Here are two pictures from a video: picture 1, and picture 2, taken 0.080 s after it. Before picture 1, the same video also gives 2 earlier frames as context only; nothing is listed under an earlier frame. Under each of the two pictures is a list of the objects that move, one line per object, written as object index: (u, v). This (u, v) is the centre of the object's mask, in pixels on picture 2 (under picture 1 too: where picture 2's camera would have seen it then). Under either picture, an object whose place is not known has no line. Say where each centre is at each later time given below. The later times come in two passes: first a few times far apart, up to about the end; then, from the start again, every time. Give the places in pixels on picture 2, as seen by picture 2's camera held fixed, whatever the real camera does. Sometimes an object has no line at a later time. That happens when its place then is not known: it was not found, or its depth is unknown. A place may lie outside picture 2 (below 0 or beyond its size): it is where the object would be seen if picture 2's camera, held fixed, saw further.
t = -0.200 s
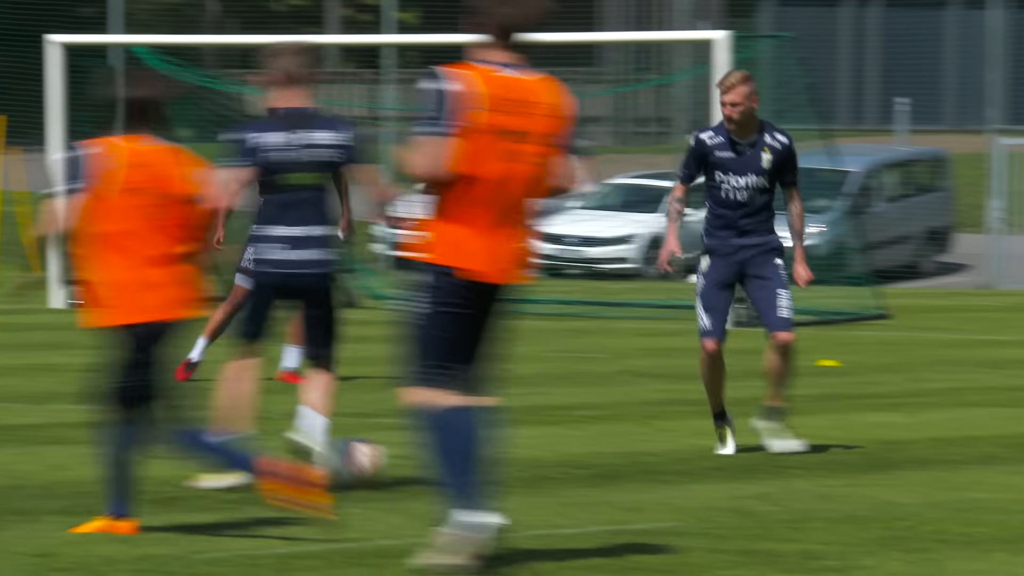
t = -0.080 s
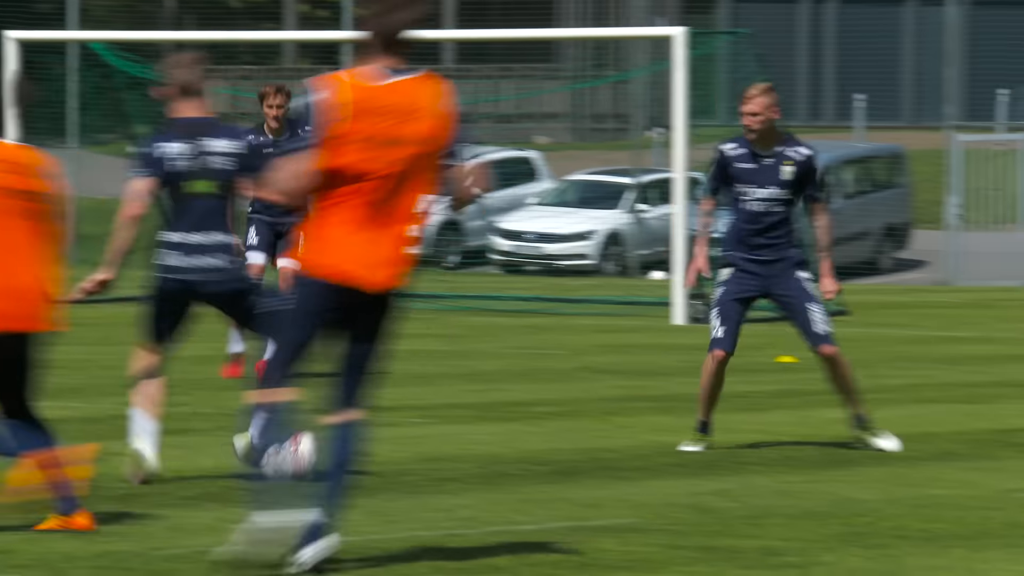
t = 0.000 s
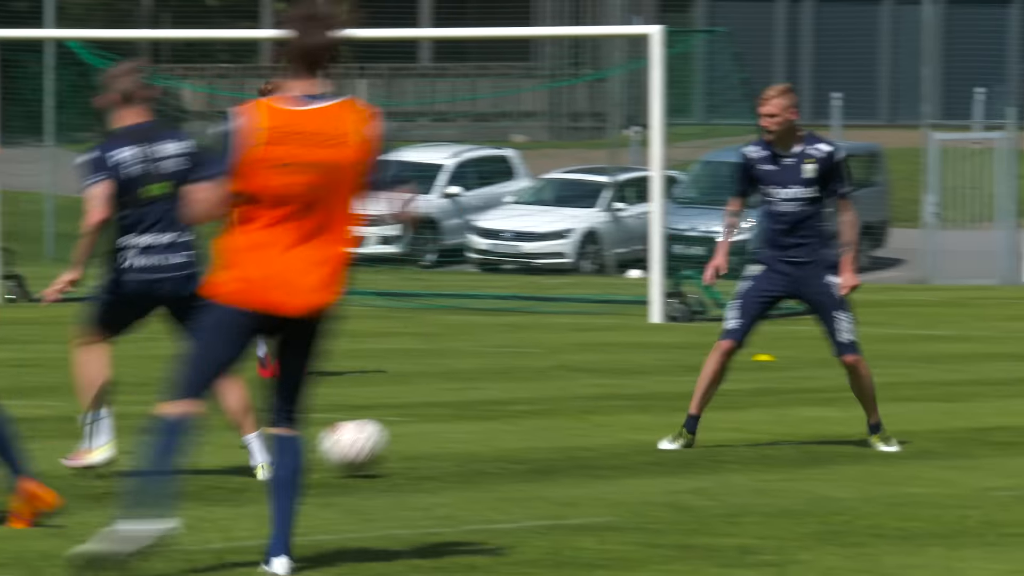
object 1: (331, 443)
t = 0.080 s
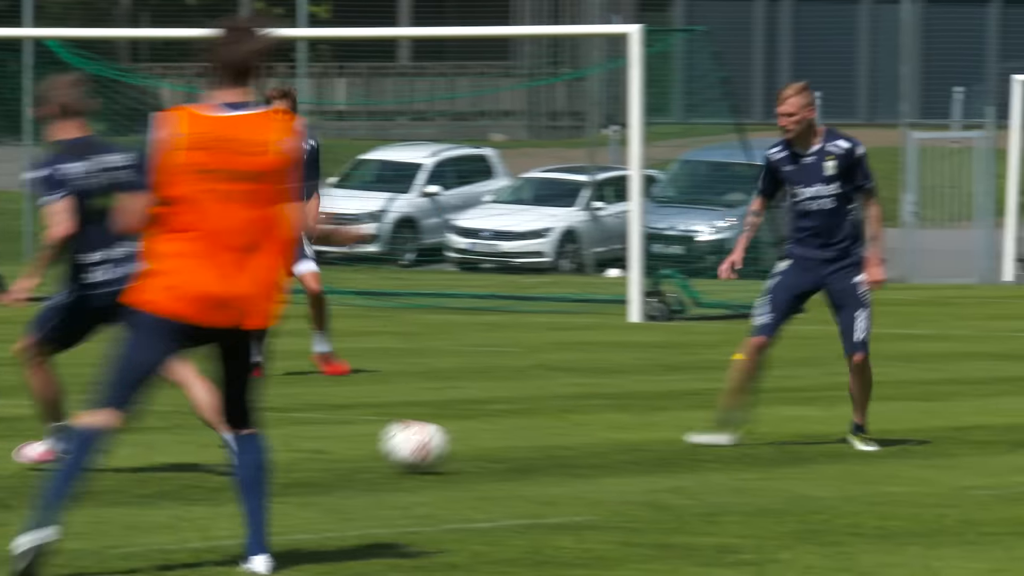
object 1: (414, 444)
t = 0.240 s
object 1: (547, 444)
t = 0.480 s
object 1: (683, 439)
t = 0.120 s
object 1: (455, 449)
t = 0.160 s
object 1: (489, 447)
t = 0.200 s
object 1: (519, 445)
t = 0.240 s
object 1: (547, 444)
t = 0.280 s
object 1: (575, 445)
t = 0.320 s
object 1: (602, 445)
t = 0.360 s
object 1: (623, 442)
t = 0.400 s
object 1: (644, 440)
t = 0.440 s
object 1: (663, 438)
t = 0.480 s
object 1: (683, 439)
